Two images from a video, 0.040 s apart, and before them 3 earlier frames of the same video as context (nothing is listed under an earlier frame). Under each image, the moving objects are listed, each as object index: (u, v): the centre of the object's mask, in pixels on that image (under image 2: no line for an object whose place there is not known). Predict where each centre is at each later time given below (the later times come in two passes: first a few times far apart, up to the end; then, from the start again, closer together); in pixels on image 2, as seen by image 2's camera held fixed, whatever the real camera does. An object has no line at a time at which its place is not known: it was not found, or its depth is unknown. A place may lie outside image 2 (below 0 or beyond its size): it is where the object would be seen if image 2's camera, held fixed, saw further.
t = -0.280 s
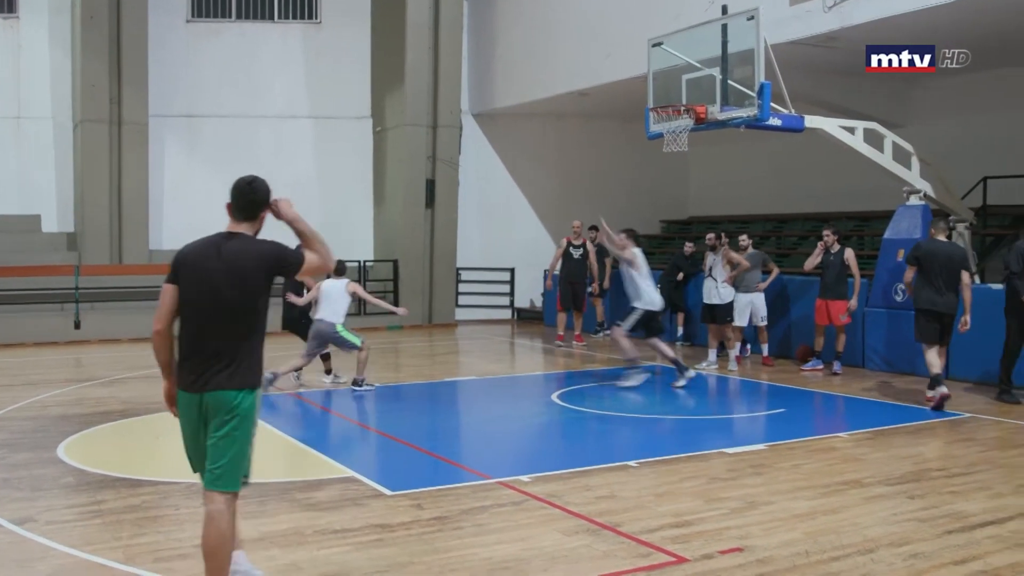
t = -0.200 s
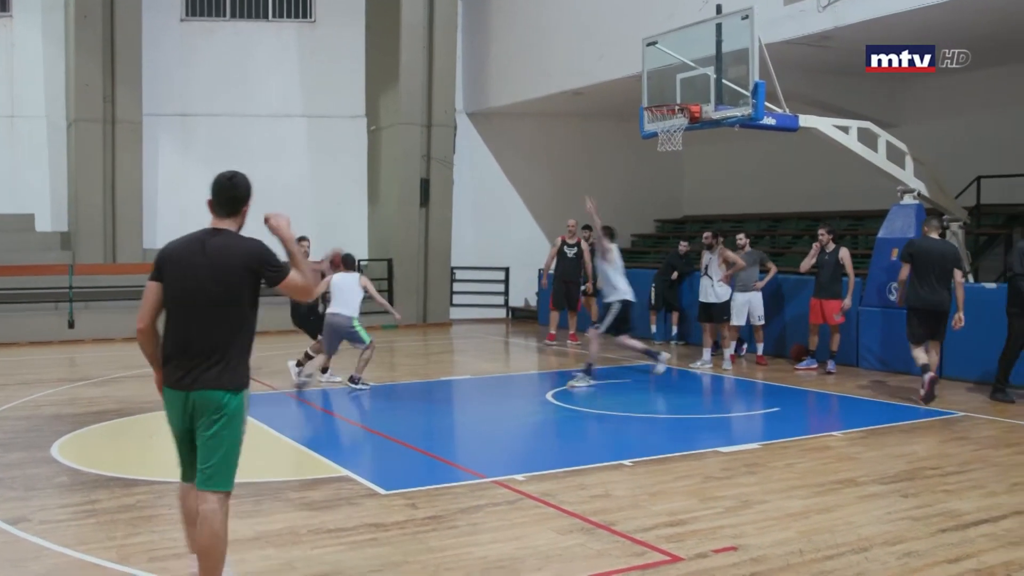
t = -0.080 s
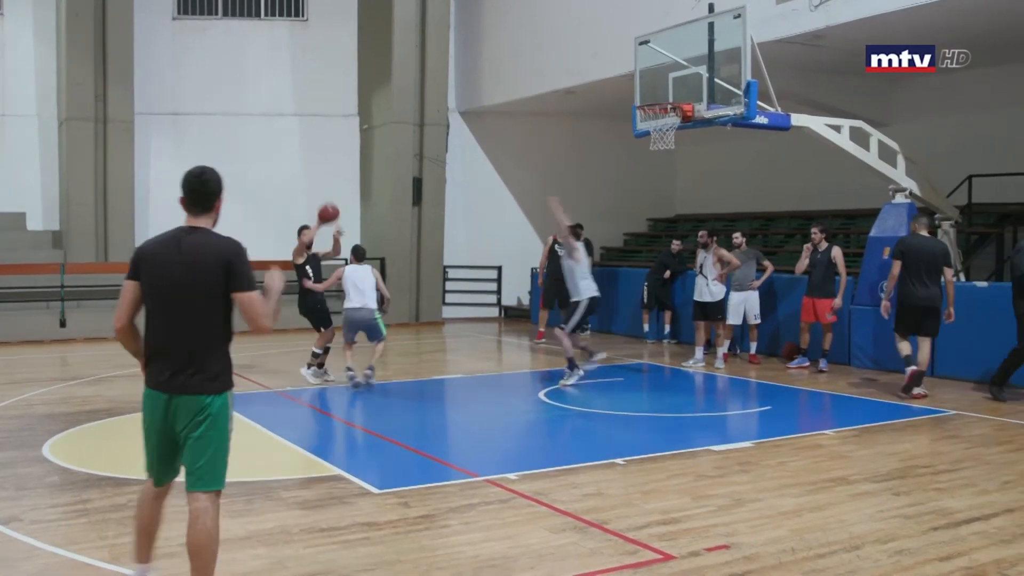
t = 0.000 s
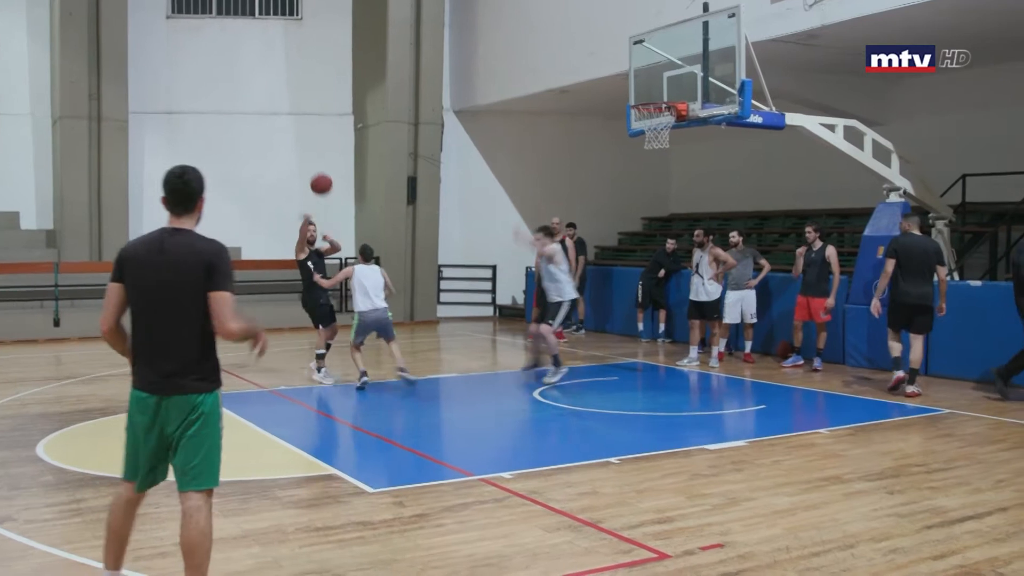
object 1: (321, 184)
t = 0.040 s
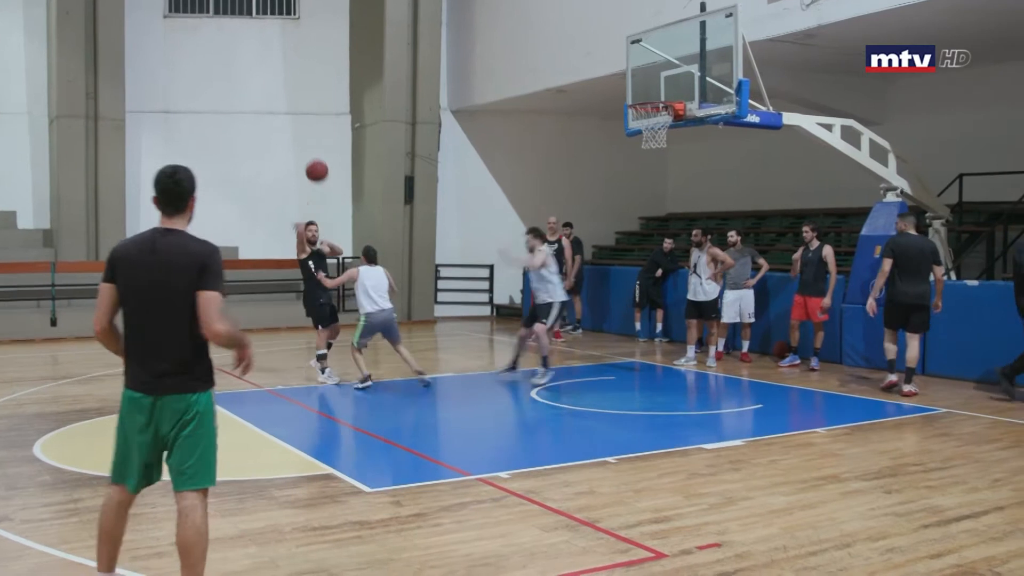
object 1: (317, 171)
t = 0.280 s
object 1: (302, 115)
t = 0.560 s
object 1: (278, 120)
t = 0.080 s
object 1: (315, 159)
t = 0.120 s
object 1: (312, 148)
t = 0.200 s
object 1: (307, 129)
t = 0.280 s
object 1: (302, 115)
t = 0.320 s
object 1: (299, 110)
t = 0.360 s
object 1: (296, 107)
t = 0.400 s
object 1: (293, 105)
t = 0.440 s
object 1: (290, 105)
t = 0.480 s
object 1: (286, 108)
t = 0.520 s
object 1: (282, 112)
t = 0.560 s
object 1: (278, 120)
